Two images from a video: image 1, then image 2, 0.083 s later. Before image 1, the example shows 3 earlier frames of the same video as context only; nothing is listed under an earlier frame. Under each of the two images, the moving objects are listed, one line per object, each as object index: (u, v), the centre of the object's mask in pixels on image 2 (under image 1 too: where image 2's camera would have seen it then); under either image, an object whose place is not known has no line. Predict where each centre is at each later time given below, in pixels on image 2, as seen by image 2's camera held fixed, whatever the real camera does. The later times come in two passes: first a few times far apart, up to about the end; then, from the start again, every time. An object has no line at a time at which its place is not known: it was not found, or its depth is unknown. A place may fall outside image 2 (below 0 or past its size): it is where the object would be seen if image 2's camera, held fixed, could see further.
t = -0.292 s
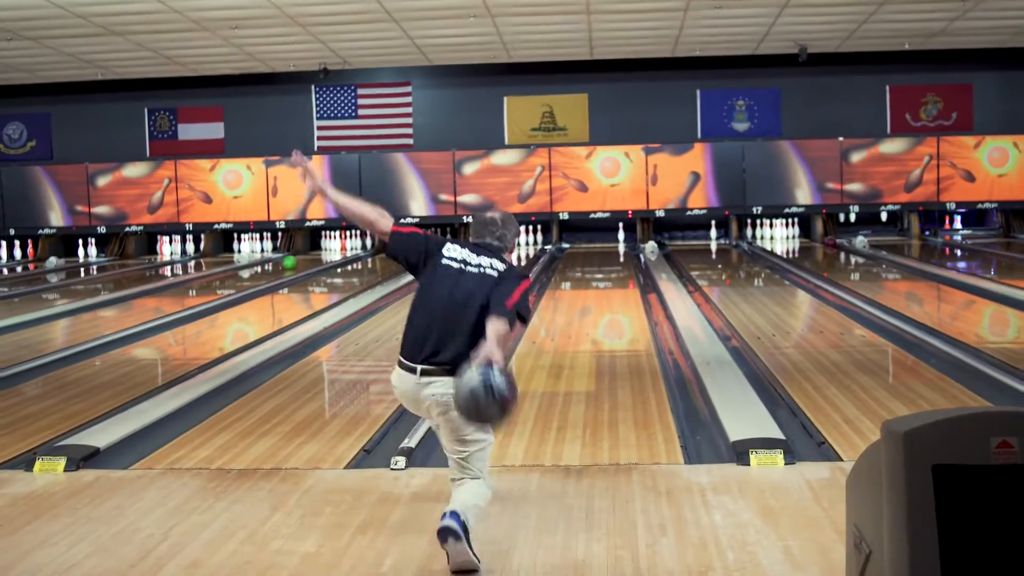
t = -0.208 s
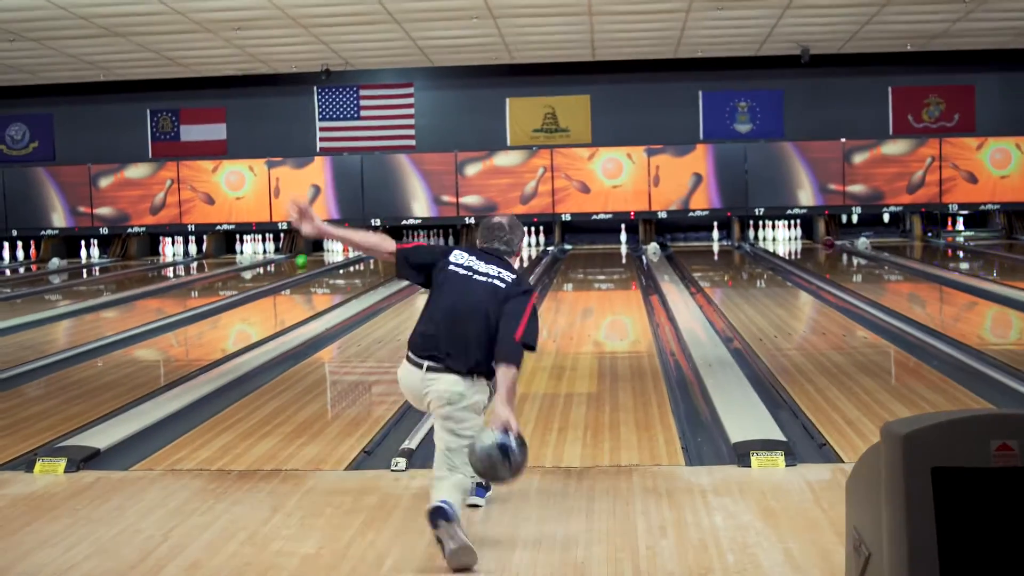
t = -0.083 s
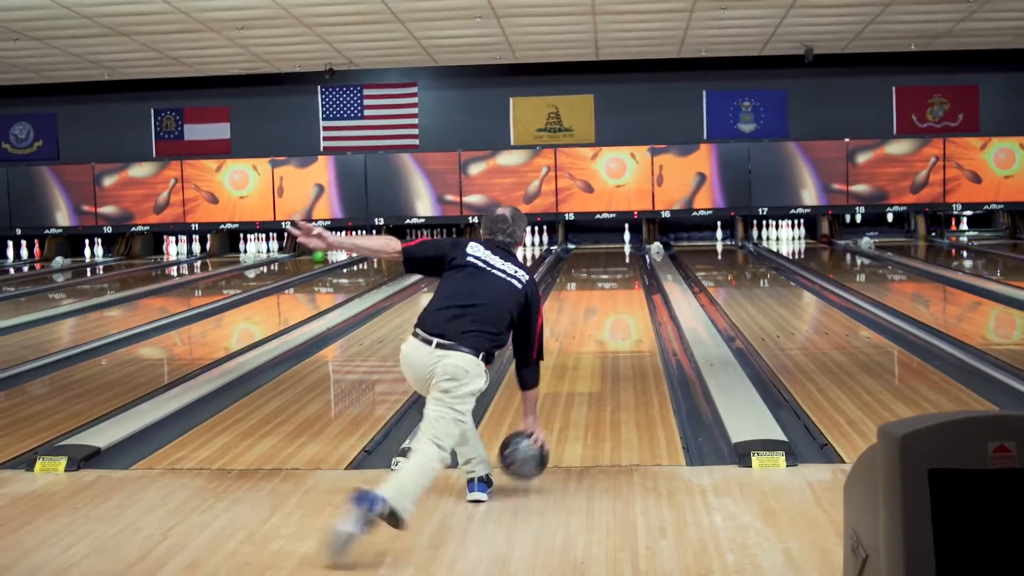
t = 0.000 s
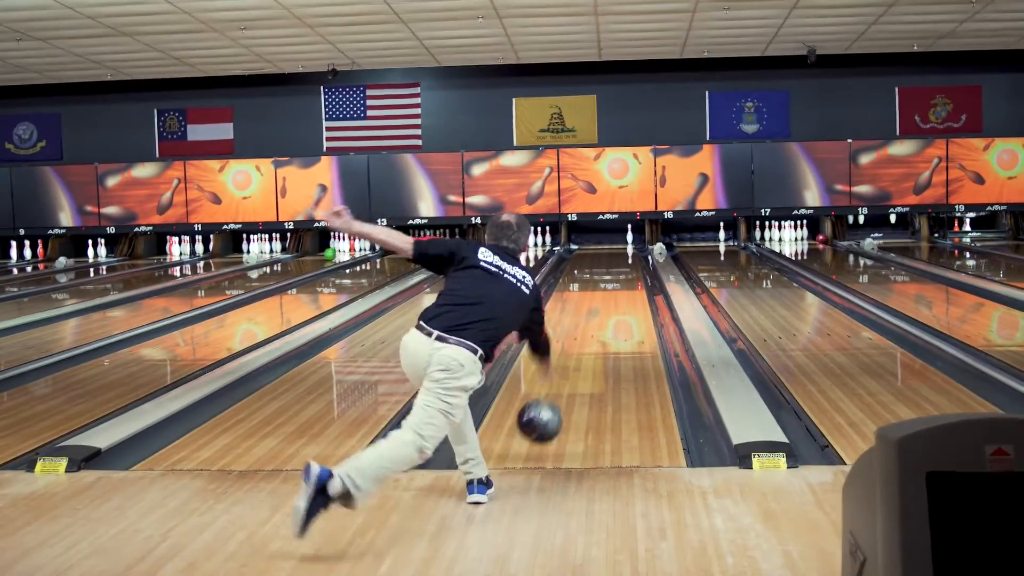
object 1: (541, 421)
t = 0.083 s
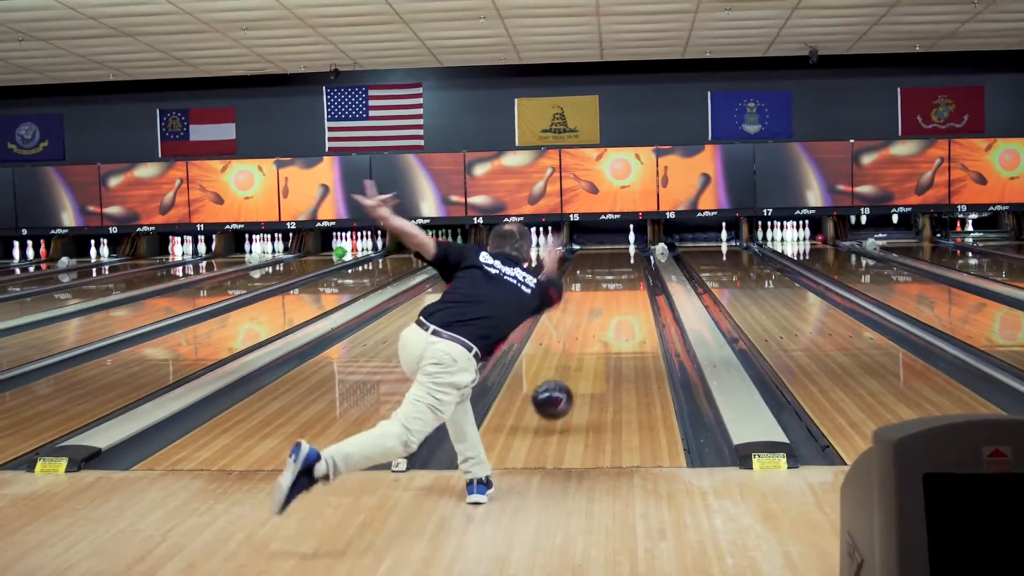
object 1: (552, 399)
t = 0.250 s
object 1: (570, 379)
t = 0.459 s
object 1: (585, 346)
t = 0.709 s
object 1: (597, 318)
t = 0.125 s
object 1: (557, 394)
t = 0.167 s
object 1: (562, 393)
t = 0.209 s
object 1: (566, 387)
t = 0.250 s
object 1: (570, 379)
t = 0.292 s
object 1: (573, 371)
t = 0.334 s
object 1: (576, 364)
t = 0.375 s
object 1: (579, 357)
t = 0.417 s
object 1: (582, 351)
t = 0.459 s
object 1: (585, 346)
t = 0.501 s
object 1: (587, 340)
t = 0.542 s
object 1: (589, 335)
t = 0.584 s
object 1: (592, 330)
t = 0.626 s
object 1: (593, 326)
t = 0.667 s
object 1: (595, 322)
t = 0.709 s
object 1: (597, 318)
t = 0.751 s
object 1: (599, 314)
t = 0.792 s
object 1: (601, 310)
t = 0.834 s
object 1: (602, 307)
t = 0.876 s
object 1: (603, 304)
